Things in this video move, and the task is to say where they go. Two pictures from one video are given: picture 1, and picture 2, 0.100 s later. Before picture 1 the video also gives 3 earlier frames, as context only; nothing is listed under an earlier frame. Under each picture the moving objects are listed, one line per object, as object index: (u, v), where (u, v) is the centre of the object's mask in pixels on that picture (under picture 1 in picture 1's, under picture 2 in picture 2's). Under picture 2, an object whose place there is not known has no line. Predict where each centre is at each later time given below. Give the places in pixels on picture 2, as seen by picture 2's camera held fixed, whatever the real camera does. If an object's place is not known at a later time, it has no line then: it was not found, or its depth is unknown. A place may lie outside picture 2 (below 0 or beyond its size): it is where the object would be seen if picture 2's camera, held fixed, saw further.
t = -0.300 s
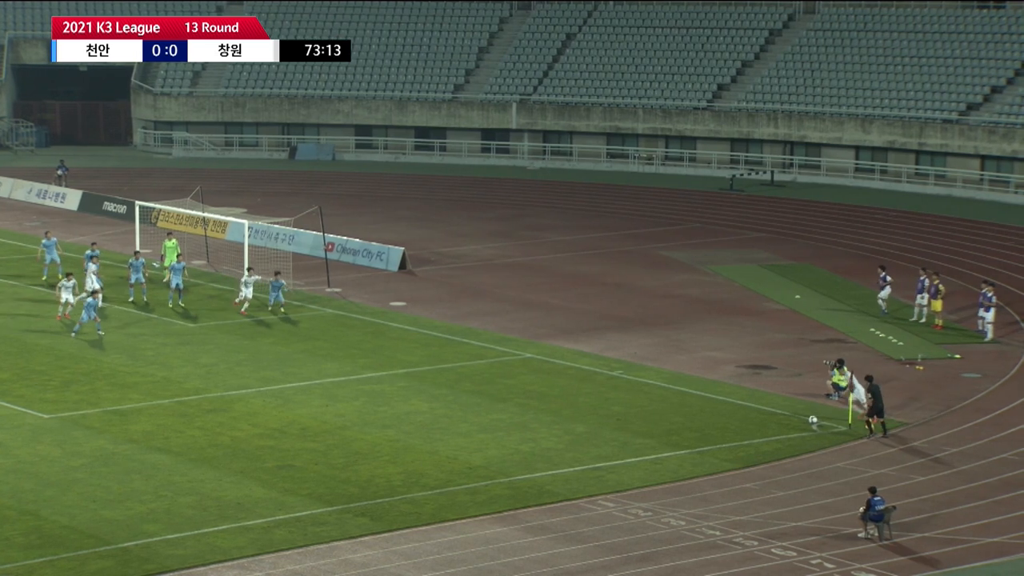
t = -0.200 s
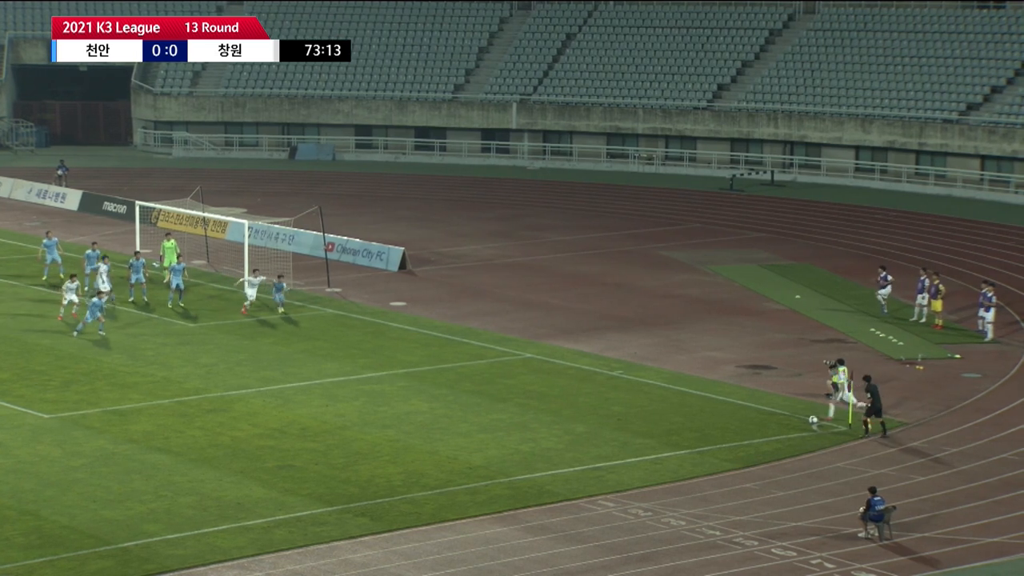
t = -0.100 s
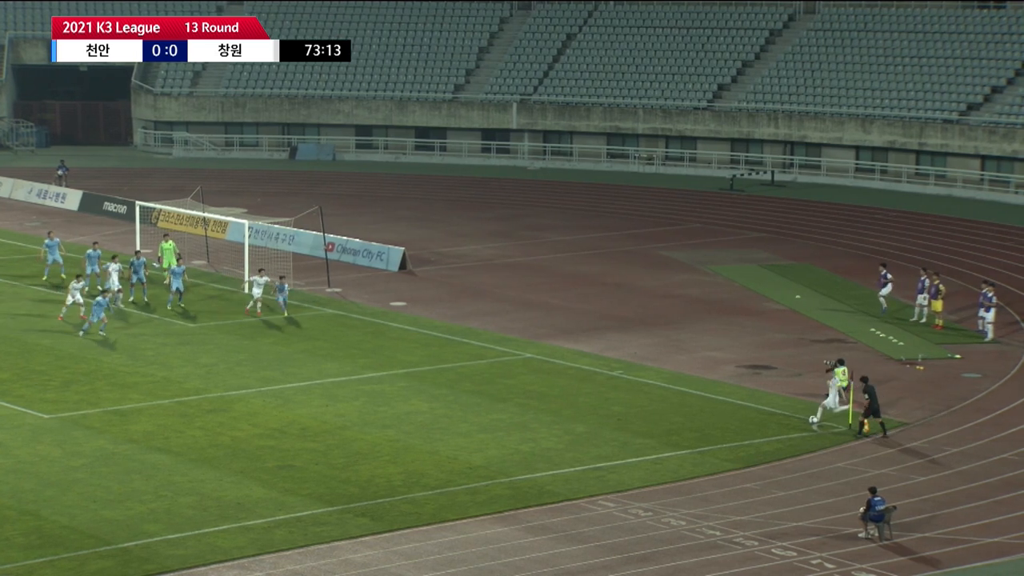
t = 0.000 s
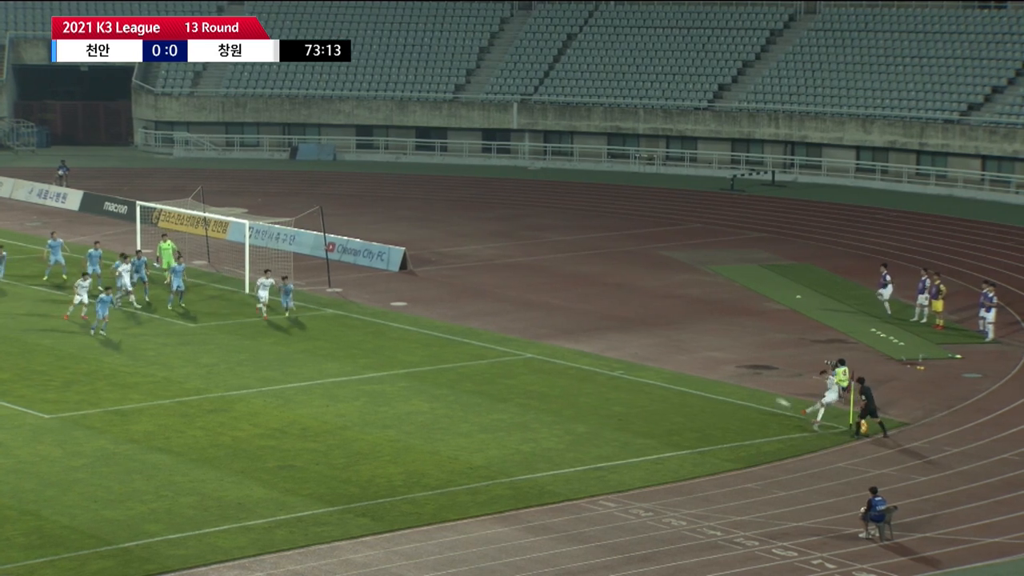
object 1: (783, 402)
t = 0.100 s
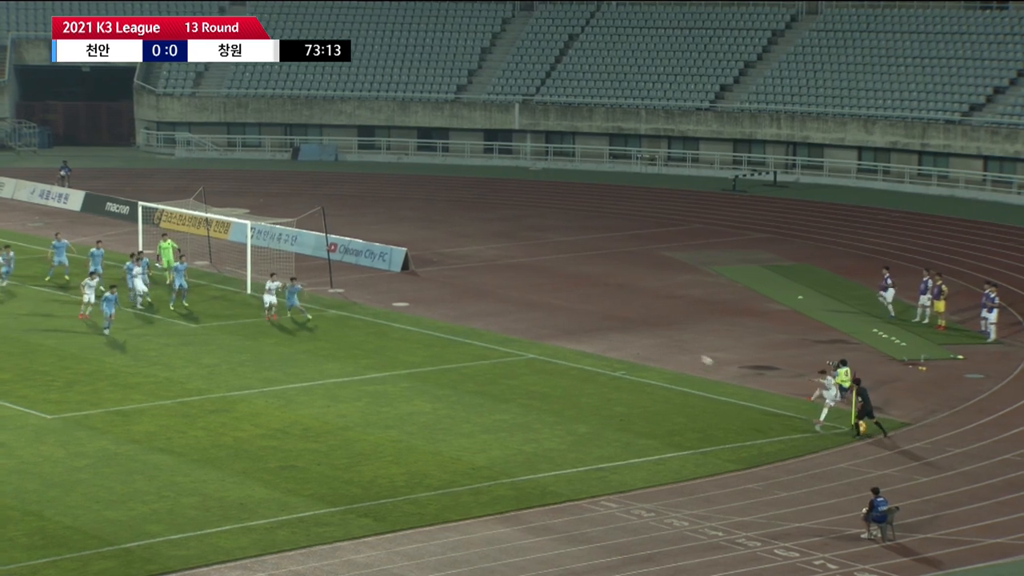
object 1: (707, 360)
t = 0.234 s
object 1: (592, 302)
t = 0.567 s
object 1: (410, 231)
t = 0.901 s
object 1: (275, 206)
